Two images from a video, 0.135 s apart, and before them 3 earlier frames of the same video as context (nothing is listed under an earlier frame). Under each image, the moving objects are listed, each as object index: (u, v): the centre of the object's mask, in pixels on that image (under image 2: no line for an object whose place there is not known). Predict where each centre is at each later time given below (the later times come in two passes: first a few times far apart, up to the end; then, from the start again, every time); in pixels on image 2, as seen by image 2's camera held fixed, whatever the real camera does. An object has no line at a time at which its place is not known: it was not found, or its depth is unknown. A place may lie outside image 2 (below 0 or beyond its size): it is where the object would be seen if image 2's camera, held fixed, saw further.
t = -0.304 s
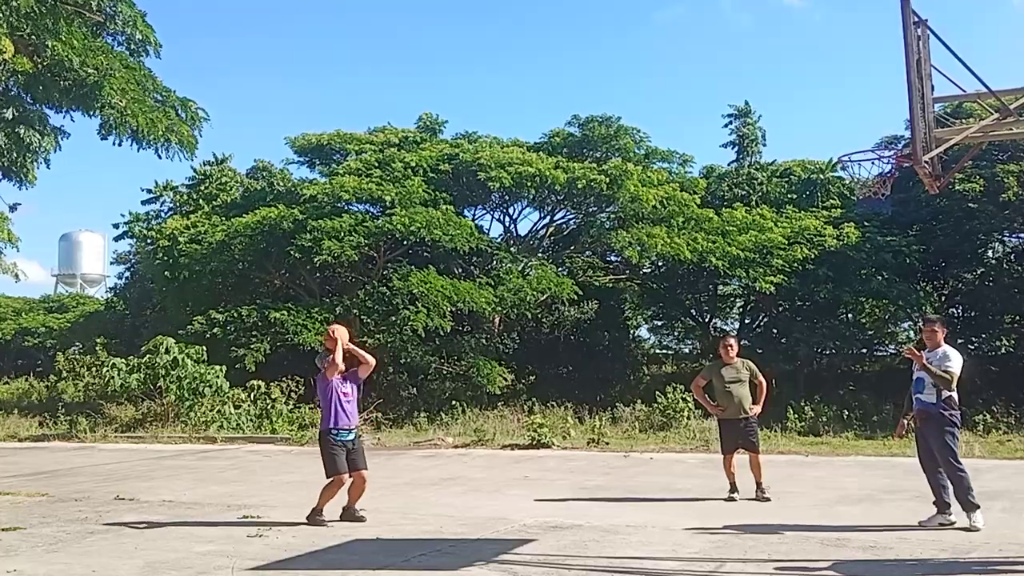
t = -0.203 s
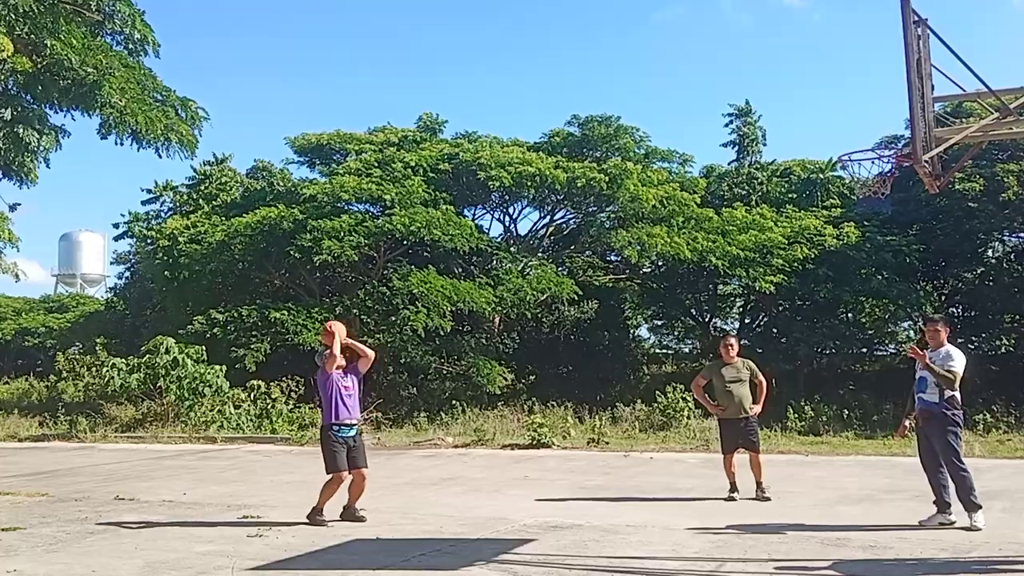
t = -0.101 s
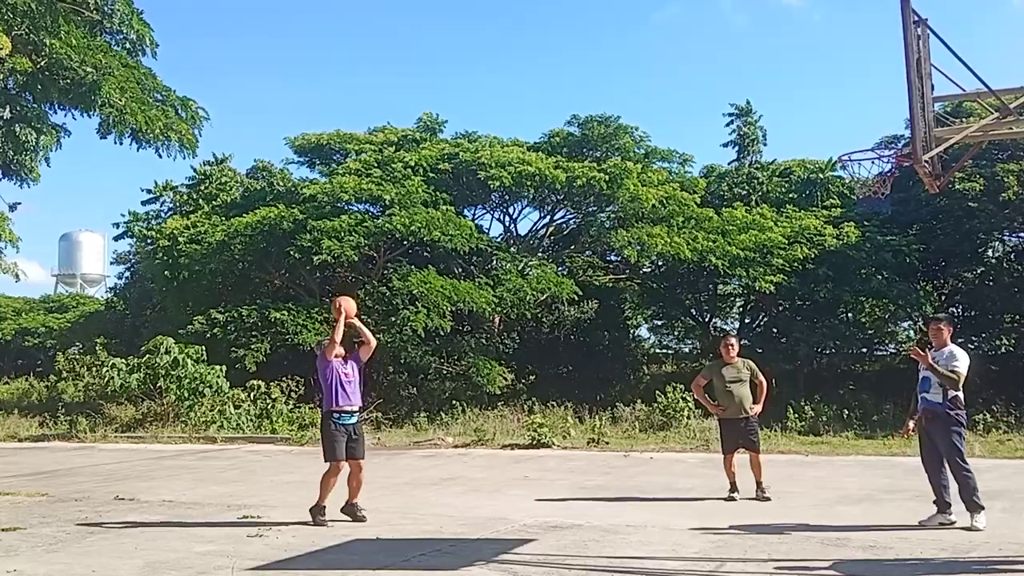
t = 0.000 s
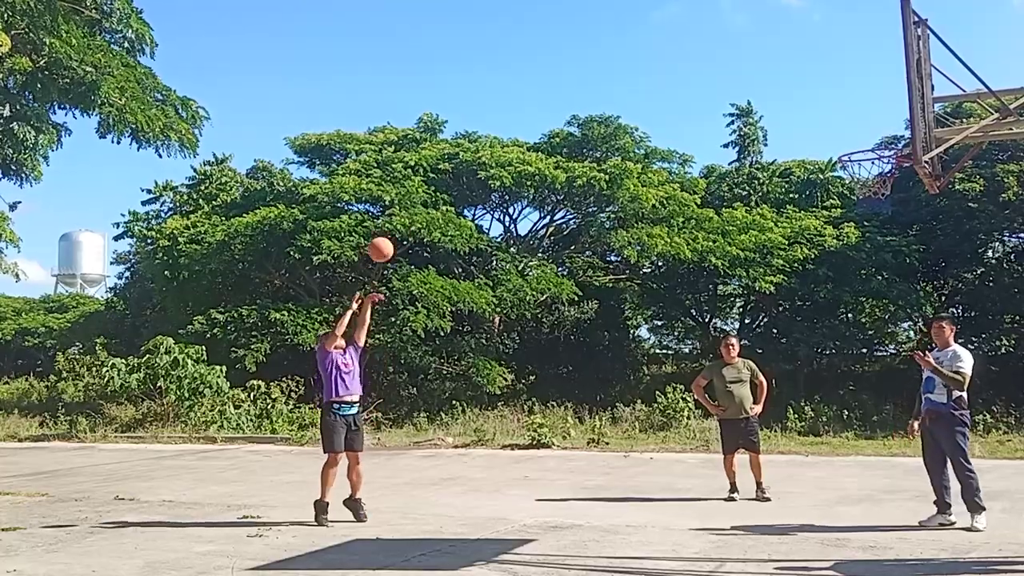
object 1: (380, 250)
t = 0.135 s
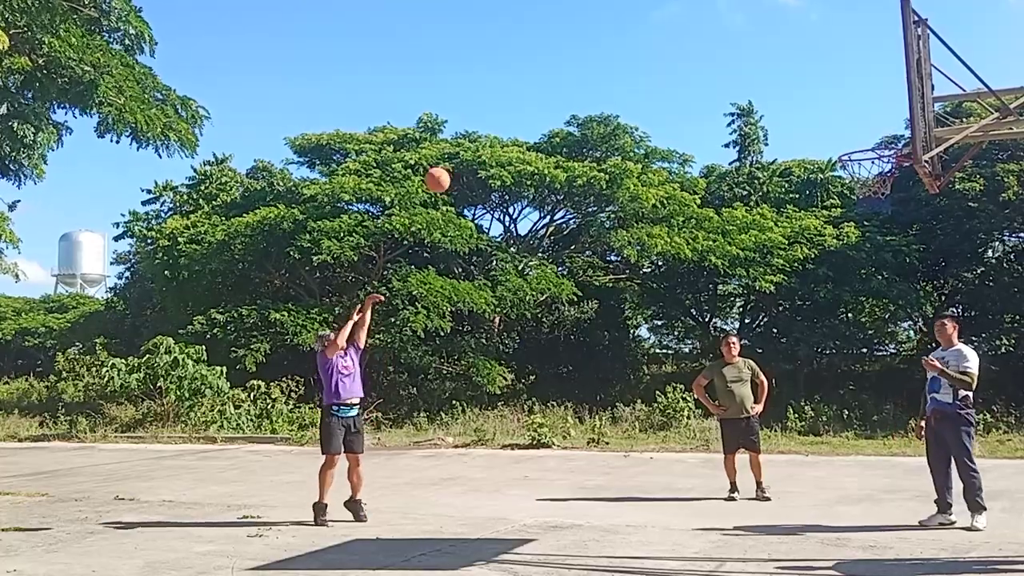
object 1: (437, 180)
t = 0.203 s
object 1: (466, 151)
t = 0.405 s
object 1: (557, 91)
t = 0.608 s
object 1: (656, 70)
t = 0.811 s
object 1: (763, 95)
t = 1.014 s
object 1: (868, 146)
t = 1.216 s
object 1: (854, 113)
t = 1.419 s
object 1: (812, 110)
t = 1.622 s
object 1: (771, 161)
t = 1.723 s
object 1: (750, 207)
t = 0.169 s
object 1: (452, 165)
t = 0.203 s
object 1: (466, 151)
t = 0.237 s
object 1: (481, 139)
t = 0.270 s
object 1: (495, 127)
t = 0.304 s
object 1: (511, 116)
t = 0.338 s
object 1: (526, 107)
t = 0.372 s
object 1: (541, 98)
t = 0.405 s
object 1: (557, 91)
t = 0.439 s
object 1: (573, 84)
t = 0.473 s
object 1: (589, 79)
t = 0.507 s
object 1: (605, 75)
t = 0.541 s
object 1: (622, 72)
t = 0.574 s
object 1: (639, 71)
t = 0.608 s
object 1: (656, 70)
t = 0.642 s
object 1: (673, 71)
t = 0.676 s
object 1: (691, 73)
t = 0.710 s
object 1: (708, 77)
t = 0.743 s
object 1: (726, 82)
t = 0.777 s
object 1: (744, 88)
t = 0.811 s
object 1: (763, 95)
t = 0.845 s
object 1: (781, 104)
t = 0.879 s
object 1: (800, 115)
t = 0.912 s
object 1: (819, 128)
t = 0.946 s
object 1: (839, 141)
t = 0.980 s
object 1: (854, 146)
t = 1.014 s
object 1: (868, 146)
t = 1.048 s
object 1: (882, 147)
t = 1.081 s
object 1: (882, 141)
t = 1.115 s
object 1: (875, 131)
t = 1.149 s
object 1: (868, 124)
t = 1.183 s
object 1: (861, 118)
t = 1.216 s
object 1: (854, 113)
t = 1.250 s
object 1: (847, 109)
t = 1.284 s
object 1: (840, 106)
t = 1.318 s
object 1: (833, 105)
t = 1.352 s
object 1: (826, 105)
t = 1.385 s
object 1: (819, 107)
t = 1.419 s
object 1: (812, 110)
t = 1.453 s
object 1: (805, 115)
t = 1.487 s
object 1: (798, 121)
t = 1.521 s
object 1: (791, 128)
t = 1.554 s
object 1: (785, 137)
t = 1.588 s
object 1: (778, 148)
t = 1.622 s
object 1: (771, 161)
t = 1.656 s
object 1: (764, 175)
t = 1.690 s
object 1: (757, 190)
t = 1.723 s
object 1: (750, 207)
